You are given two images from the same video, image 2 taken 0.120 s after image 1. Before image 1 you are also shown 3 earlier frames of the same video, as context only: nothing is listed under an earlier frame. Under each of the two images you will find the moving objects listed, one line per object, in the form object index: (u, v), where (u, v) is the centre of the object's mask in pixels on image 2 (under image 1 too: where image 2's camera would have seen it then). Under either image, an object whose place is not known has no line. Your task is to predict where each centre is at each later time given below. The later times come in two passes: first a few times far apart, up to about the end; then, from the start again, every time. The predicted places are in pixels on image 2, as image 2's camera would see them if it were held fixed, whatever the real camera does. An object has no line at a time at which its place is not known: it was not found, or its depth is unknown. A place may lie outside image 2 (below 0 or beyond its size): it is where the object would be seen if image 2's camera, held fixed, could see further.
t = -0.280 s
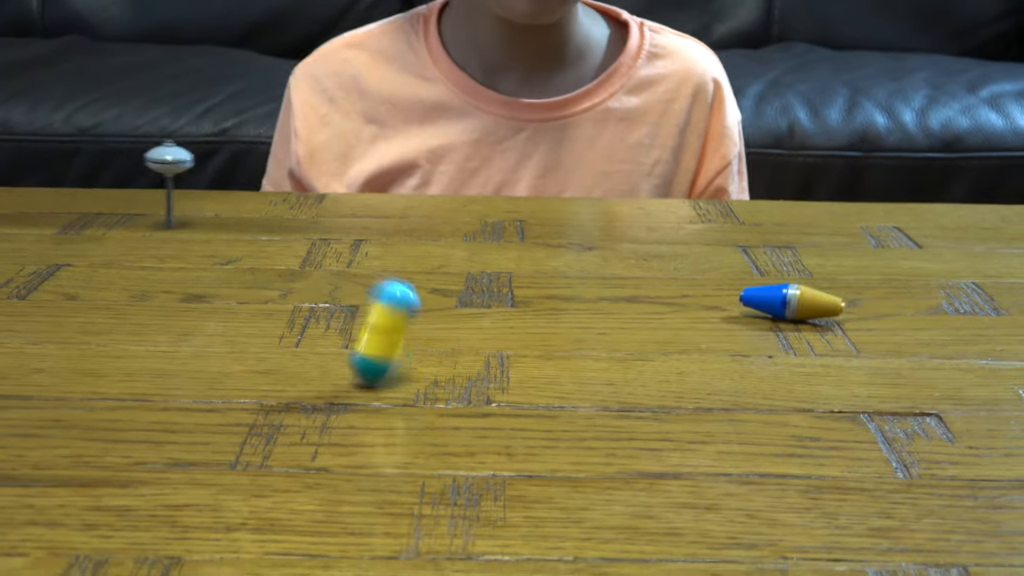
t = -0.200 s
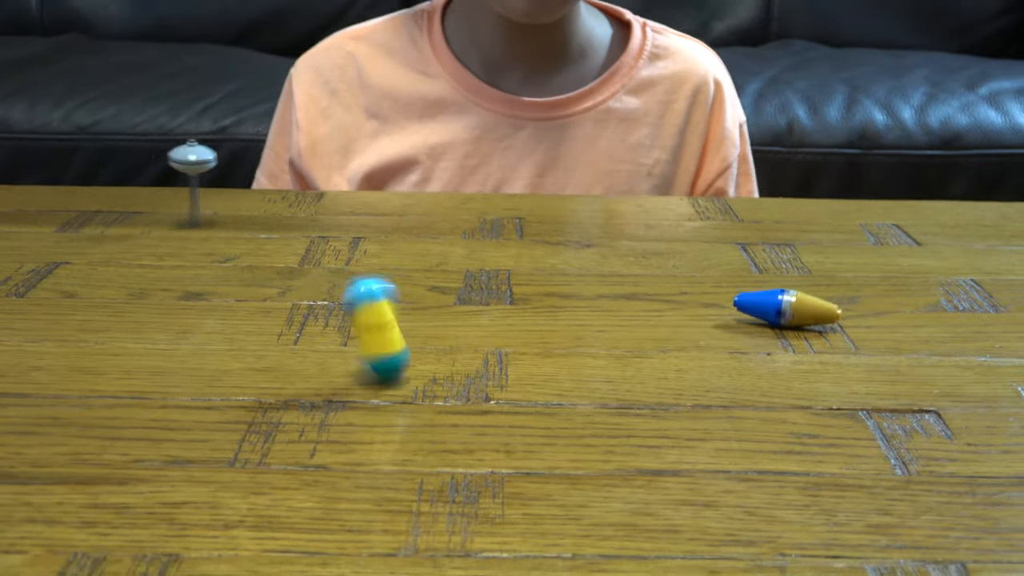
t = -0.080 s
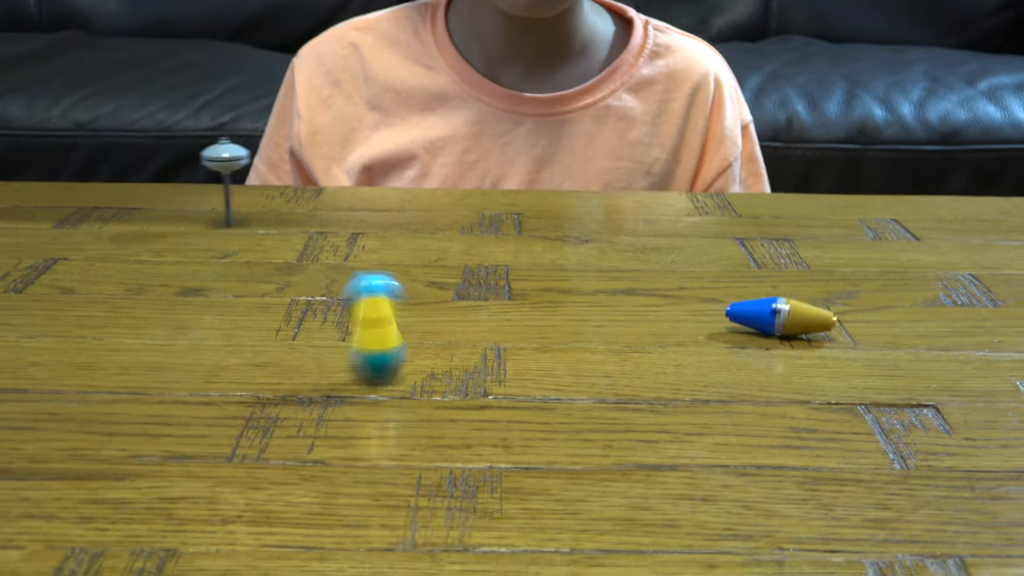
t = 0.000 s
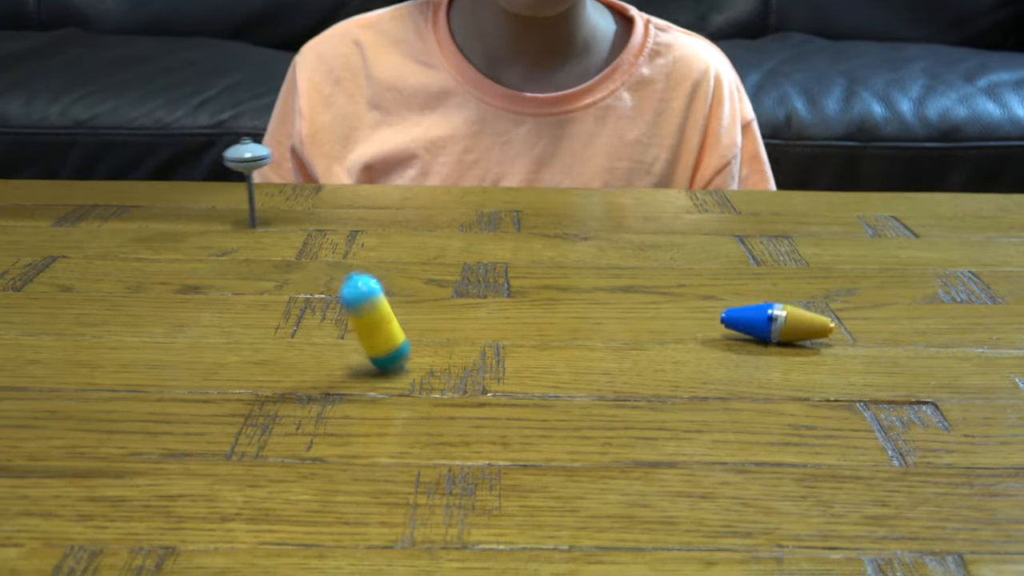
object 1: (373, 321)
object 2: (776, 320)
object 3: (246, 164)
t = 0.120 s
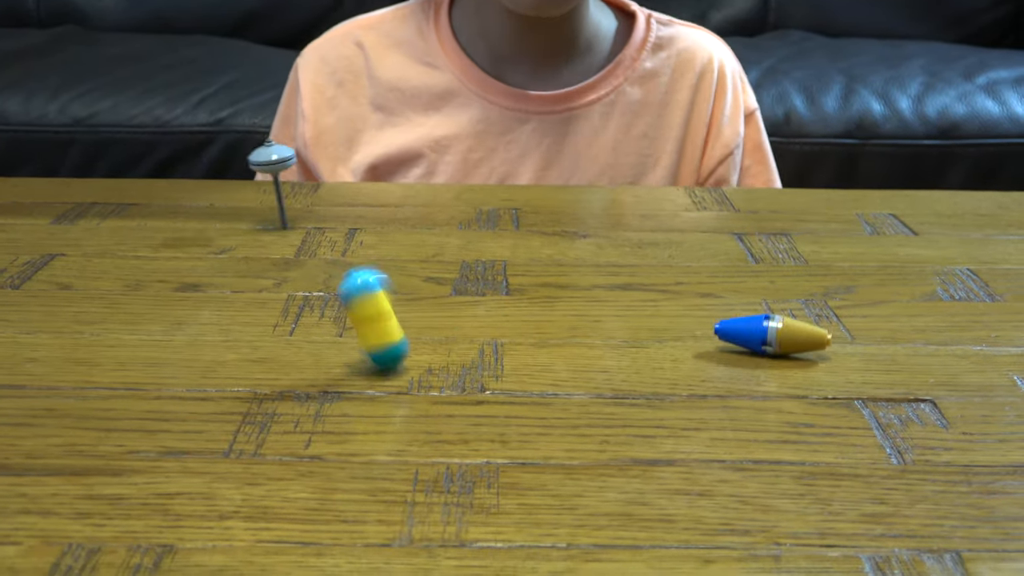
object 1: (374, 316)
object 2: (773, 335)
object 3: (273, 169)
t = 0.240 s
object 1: (375, 321)
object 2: (770, 348)
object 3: (292, 174)
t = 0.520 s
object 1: (372, 316)
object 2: (765, 382)
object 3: (306, 188)
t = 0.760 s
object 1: (371, 318)
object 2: (759, 408)
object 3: (279, 187)
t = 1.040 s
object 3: (254, 188)
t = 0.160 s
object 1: (373, 318)
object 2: (771, 339)
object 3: (280, 170)
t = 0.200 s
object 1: (374, 317)
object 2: (771, 344)
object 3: (287, 172)
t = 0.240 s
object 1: (375, 321)
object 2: (770, 348)
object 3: (292, 174)
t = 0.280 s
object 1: (373, 319)
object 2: (769, 353)
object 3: (297, 176)
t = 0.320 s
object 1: (374, 319)
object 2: (769, 357)
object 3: (301, 178)
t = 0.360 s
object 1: (374, 320)
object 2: (767, 362)
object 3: (305, 179)
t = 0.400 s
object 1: (372, 315)
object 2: (766, 366)
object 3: (309, 181)
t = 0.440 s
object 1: (373, 315)
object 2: (766, 371)
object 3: (310, 183)
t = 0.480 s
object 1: (371, 317)
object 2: (765, 377)
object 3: (309, 184)
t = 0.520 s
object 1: (372, 316)
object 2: (765, 382)
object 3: (306, 188)
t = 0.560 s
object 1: (372, 319)
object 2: (764, 386)
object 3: (300, 189)
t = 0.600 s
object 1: (372, 316)
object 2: (763, 391)
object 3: (295, 192)
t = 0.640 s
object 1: (372, 314)
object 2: (762, 396)
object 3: (290, 188)
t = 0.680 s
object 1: (371, 316)
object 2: (761, 400)
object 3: (287, 189)
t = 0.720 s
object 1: (371, 314)
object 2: (761, 404)
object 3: (283, 188)
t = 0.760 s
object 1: (371, 318)
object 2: (759, 408)
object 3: (279, 187)
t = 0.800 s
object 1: (369, 315)
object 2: (759, 413)
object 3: (275, 188)
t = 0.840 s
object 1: (369, 314)
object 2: (758, 417)
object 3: (271, 188)
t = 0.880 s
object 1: (369, 315)
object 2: (757, 422)
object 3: (268, 189)
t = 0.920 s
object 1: (370, 312)
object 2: (757, 426)
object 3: (264, 188)
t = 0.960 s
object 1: (371, 317)
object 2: (756, 430)
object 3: (260, 187)
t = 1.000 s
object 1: (369, 313)
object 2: (755, 434)
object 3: (257, 187)
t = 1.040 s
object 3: (254, 188)
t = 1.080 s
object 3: (251, 190)
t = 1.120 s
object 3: (249, 190)
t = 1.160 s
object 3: (247, 188)
